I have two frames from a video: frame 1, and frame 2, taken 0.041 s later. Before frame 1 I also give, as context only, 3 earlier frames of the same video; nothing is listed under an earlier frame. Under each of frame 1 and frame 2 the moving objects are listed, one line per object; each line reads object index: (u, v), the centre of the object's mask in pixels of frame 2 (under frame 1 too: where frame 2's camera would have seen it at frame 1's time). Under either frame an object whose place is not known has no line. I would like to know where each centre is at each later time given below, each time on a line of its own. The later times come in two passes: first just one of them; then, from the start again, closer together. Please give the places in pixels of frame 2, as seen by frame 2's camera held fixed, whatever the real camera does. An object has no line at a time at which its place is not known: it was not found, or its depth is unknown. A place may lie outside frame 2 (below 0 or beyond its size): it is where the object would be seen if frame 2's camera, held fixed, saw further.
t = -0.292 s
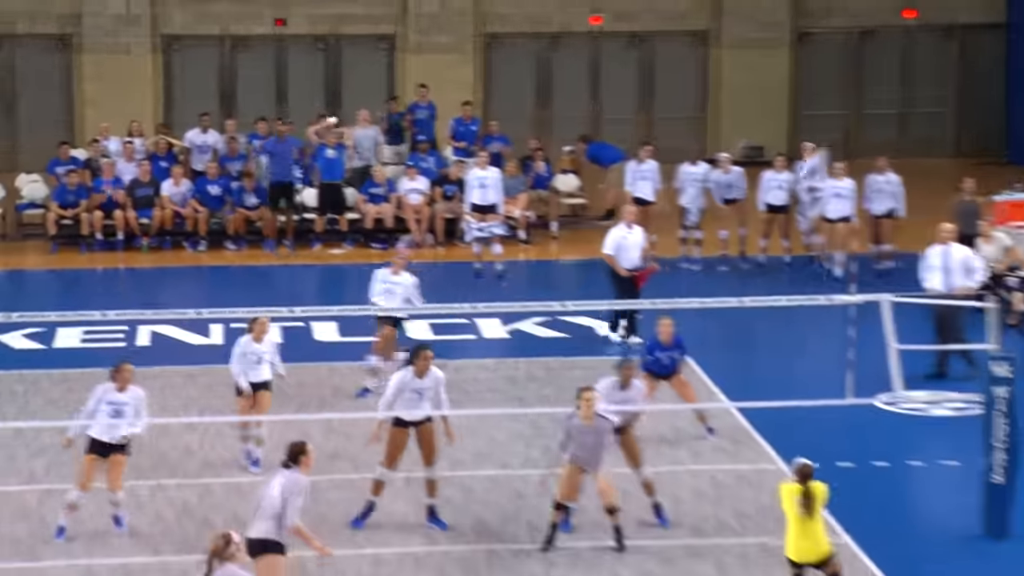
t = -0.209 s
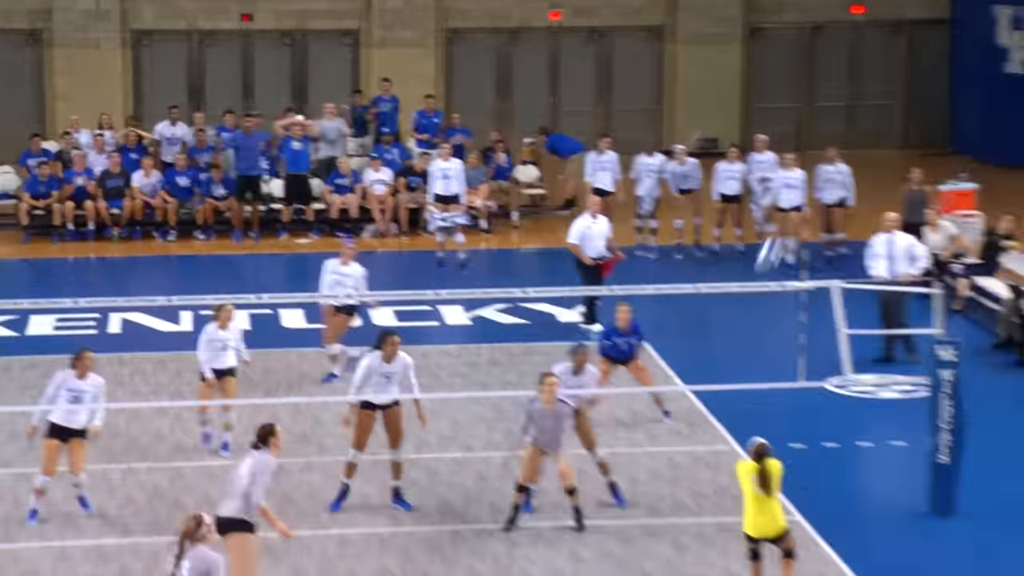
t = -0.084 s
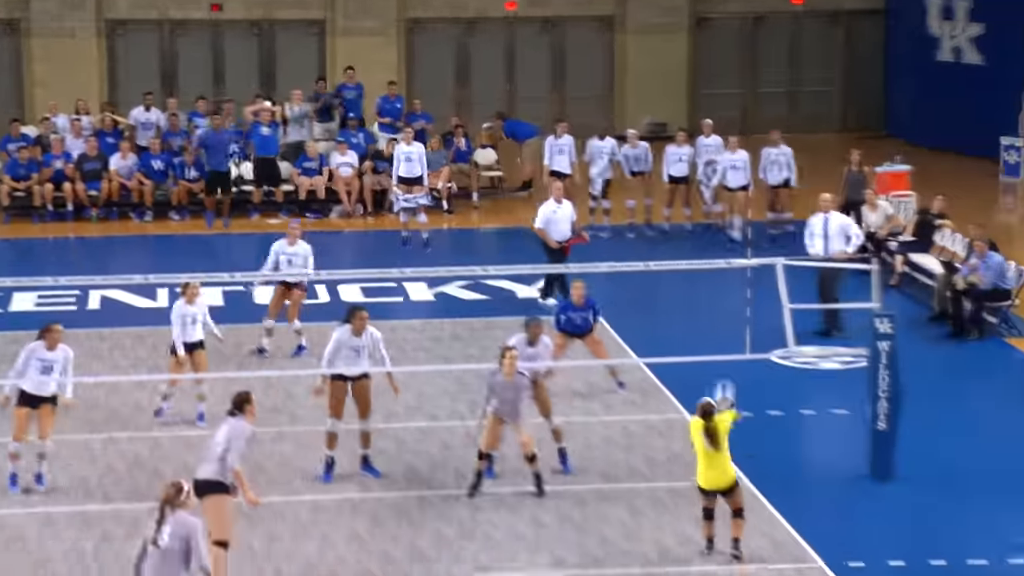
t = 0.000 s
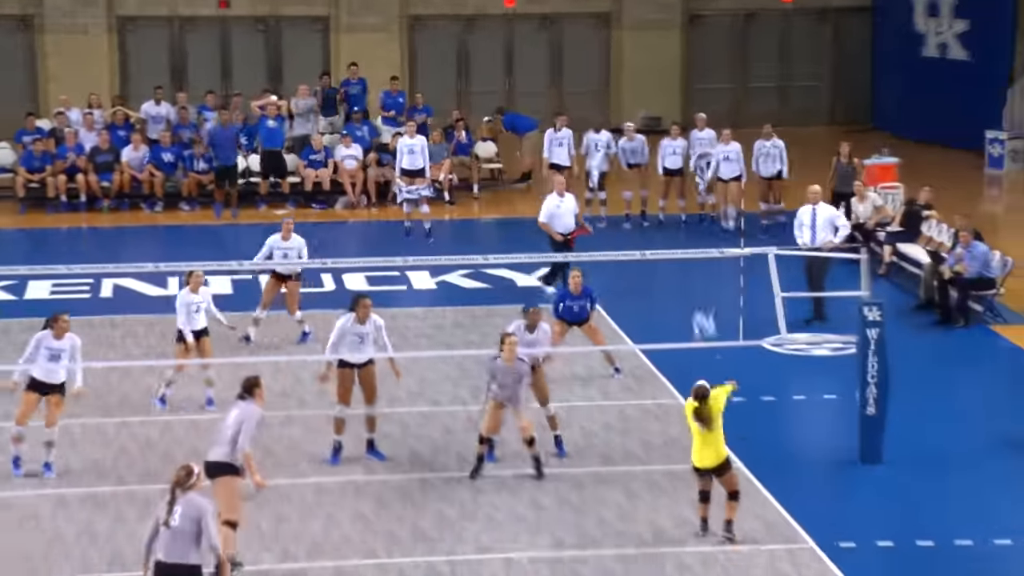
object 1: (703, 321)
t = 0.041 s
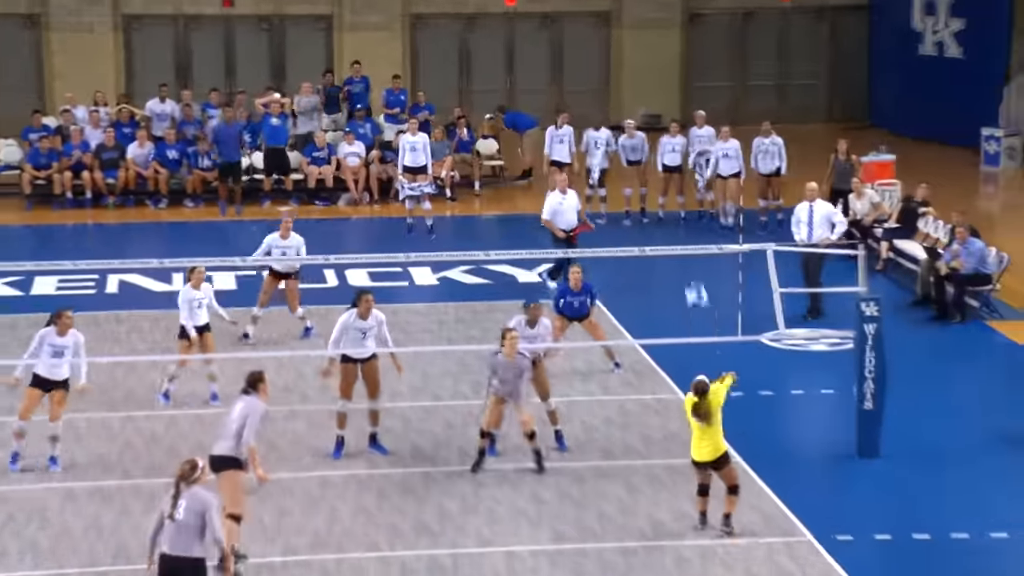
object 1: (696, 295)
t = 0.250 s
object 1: (664, 157)
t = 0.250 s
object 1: (664, 157)
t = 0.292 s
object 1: (653, 139)
